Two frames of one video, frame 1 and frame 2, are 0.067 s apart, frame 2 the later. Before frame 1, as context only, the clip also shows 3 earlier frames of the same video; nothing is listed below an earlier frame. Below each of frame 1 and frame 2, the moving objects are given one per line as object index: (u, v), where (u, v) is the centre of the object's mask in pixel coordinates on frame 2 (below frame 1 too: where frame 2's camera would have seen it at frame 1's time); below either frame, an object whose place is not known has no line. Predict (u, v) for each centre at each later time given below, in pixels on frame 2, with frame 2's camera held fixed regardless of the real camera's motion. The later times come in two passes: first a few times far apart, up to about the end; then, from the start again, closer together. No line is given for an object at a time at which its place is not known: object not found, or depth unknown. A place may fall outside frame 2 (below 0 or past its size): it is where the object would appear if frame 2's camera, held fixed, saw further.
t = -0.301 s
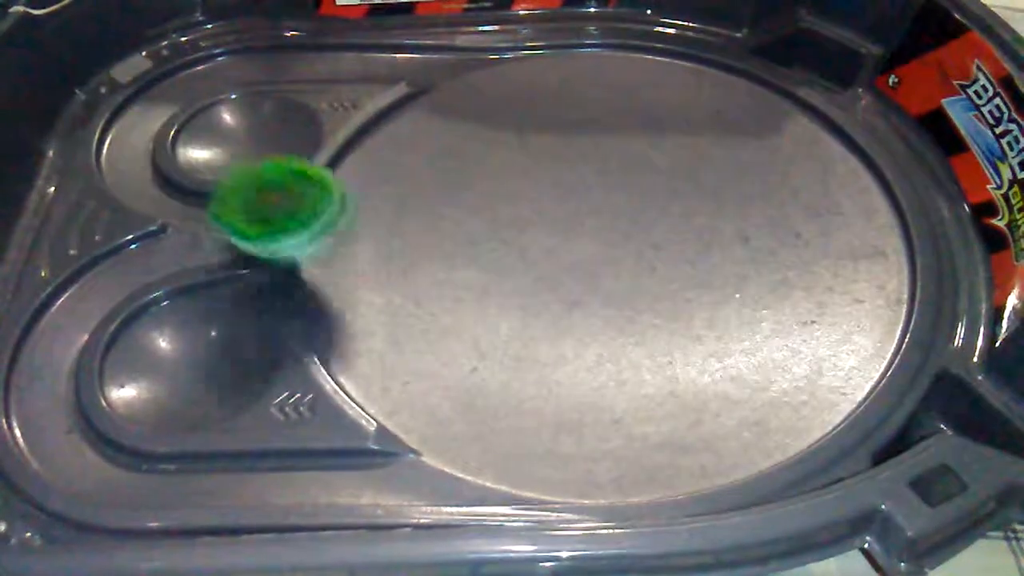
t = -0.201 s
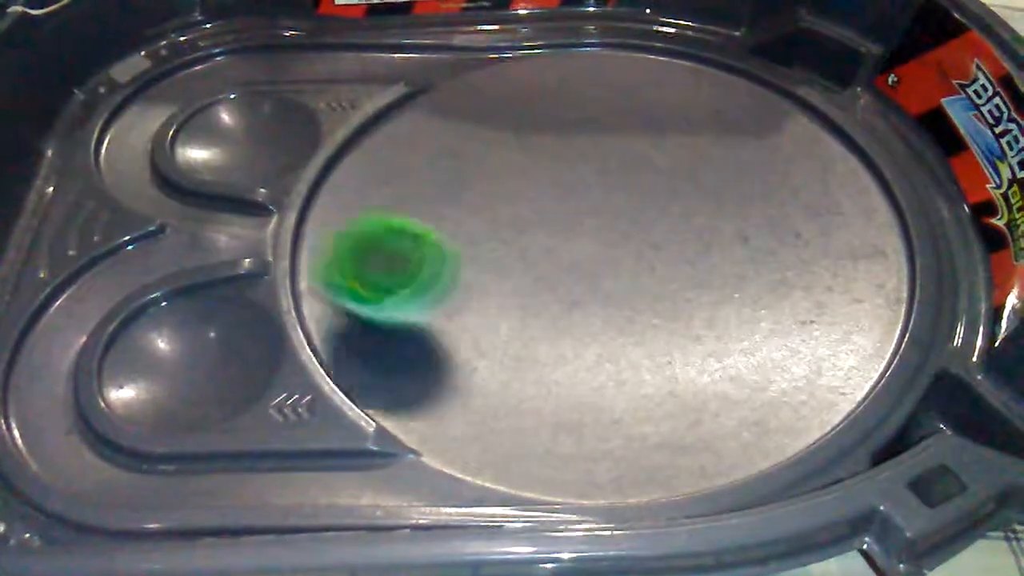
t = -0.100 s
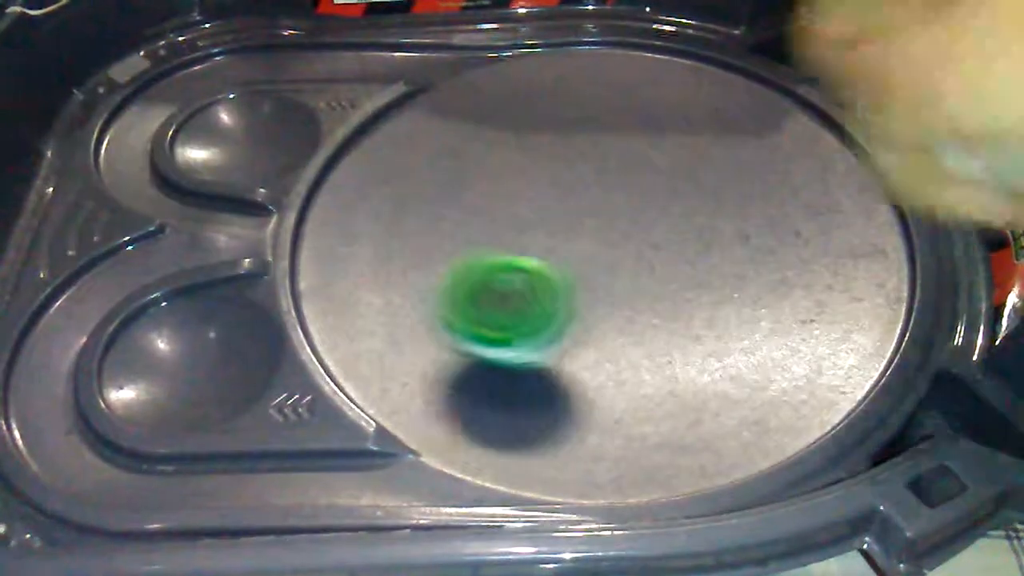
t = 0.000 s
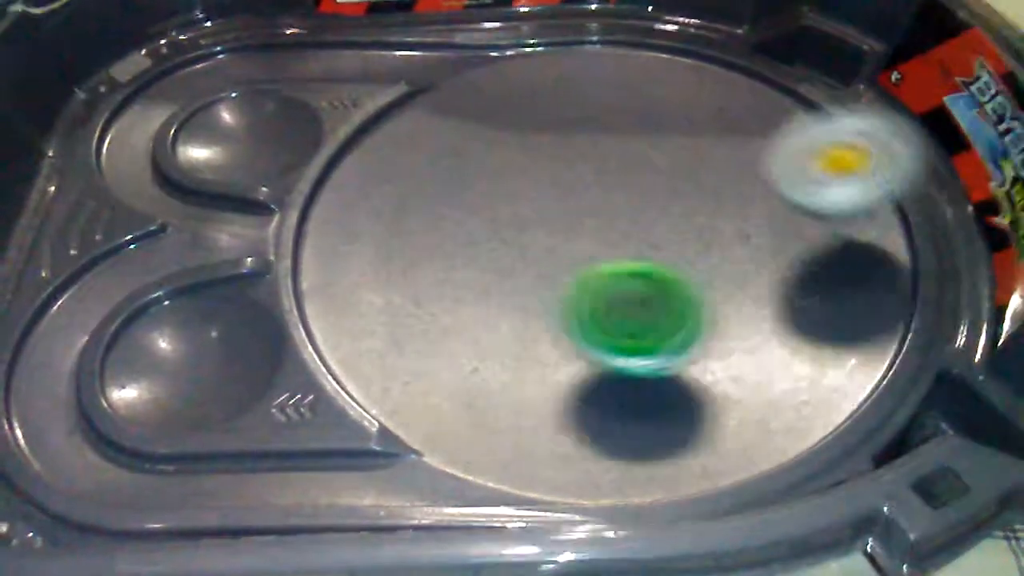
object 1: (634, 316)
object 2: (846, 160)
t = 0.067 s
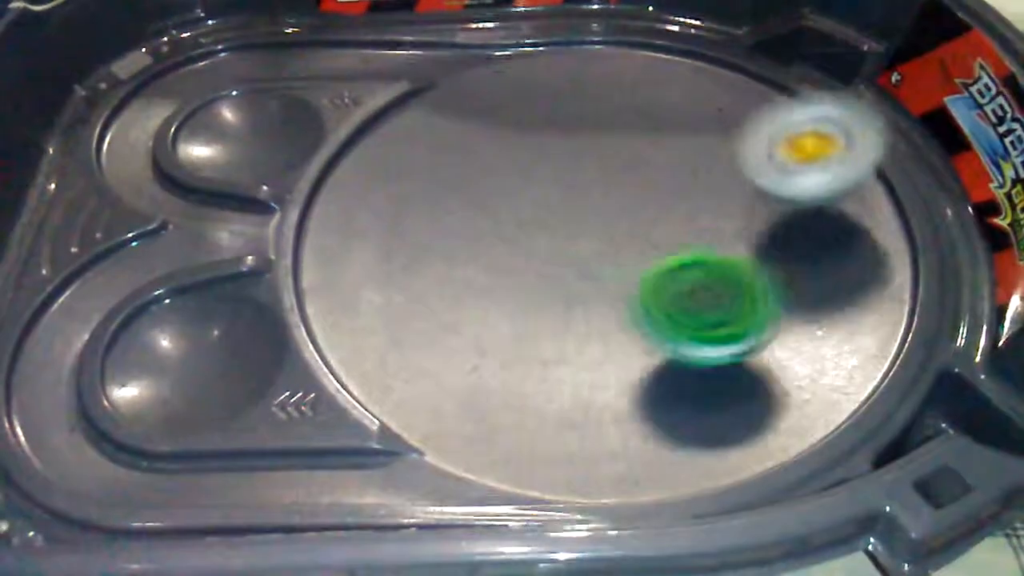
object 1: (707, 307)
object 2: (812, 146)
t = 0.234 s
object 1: (769, 241)
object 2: (846, 119)
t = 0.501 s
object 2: (812, 77)
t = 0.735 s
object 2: (687, 102)
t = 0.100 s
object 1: (734, 297)
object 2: (808, 138)
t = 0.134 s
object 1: (750, 286)
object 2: (813, 129)
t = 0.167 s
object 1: (762, 272)
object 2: (821, 123)
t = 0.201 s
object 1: (767, 258)
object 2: (834, 119)
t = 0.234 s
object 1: (769, 241)
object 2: (846, 119)
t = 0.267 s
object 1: (765, 226)
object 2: (852, 123)
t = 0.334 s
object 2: (845, 89)
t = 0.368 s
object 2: (825, 101)
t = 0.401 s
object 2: (811, 113)
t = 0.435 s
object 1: (492, 326)
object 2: (810, 100)
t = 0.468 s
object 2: (810, 90)
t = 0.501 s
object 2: (812, 77)
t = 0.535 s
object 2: (793, 101)
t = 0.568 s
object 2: (774, 123)
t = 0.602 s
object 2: (756, 133)
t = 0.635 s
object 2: (737, 137)
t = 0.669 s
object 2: (719, 132)
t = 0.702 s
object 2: (702, 120)
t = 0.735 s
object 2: (687, 102)
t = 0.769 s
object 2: (677, 80)
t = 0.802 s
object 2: (672, 51)
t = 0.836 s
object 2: (672, 34)
